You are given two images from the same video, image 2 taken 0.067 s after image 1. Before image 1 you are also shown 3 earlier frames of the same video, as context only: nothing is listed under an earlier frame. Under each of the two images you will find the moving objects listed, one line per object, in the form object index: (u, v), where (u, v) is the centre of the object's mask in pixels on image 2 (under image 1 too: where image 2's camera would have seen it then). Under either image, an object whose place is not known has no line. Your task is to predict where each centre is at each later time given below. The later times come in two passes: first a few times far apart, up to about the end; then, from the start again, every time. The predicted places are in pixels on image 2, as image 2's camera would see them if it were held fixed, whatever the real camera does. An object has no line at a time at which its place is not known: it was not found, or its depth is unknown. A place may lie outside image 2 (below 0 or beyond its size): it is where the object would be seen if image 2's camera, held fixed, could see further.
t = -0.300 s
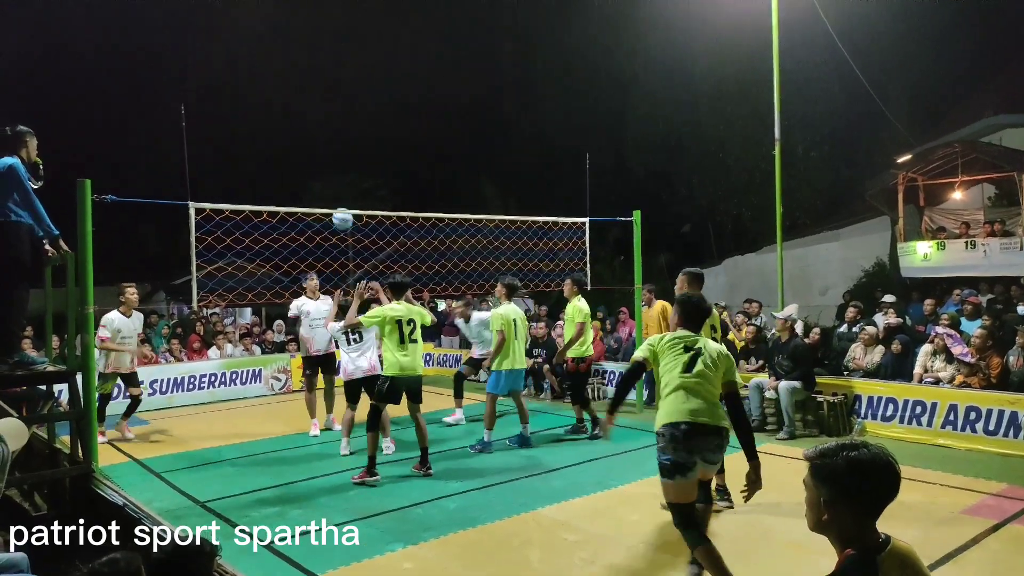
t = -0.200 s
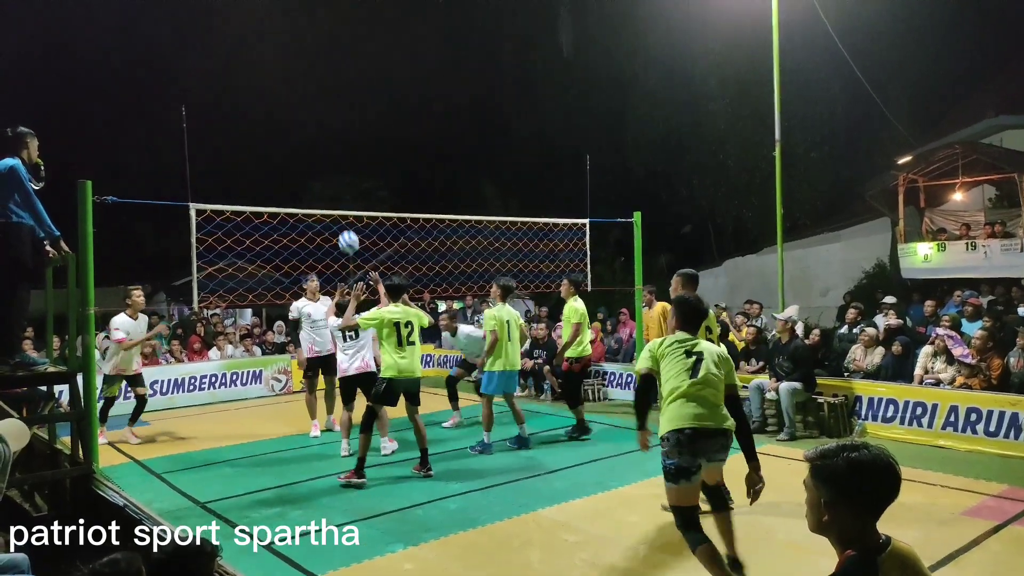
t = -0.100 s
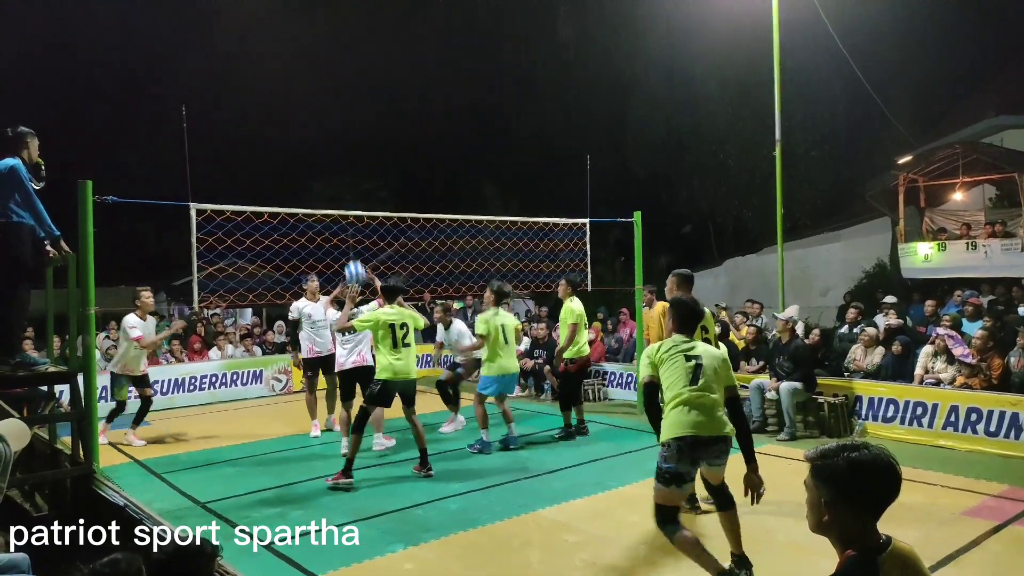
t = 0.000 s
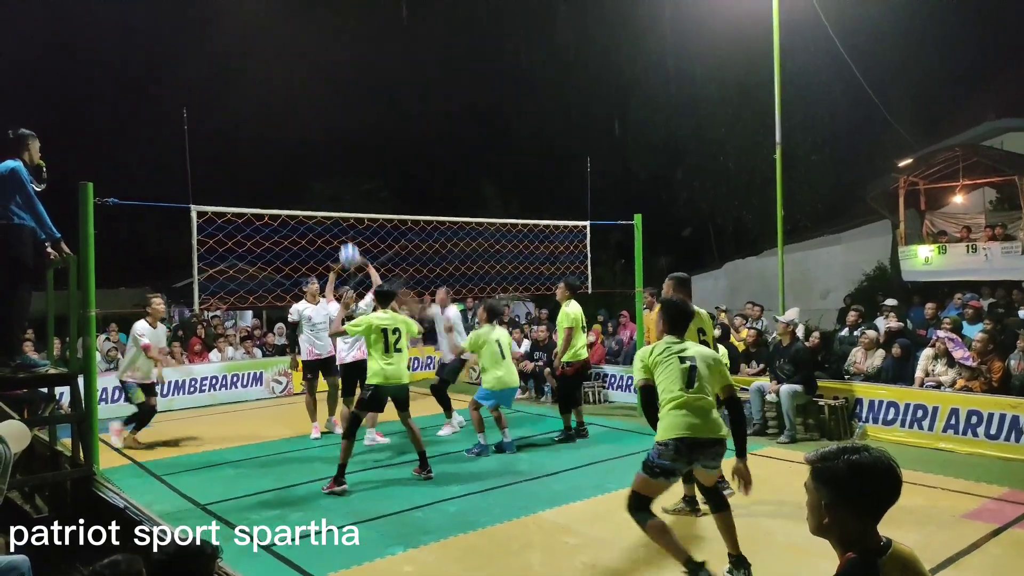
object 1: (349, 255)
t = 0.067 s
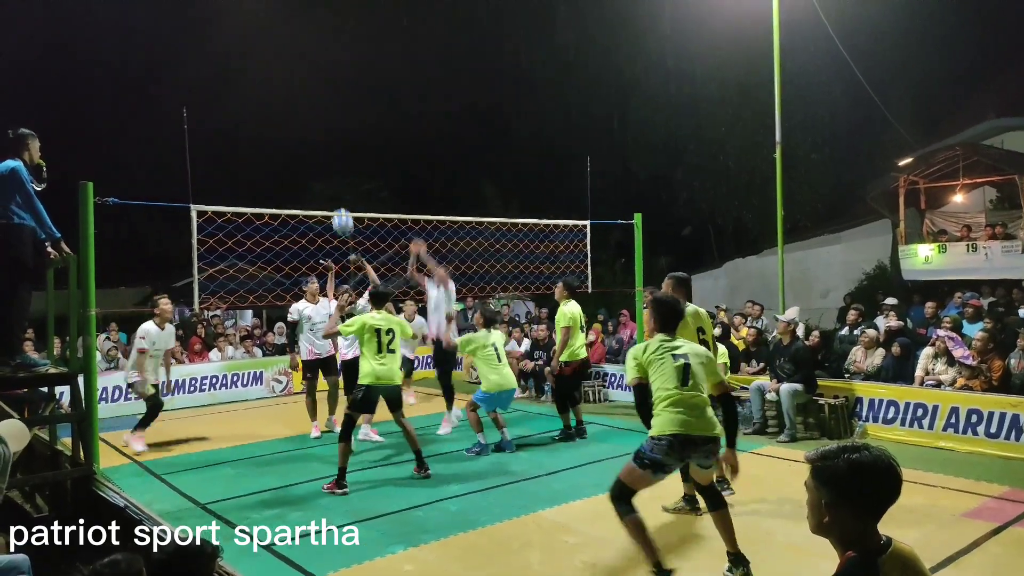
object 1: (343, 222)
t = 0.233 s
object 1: (326, 155)
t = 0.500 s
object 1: (305, 102)
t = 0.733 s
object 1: (290, 110)
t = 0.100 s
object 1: (338, 203)
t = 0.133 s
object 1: (335, 192)
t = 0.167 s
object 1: (332, 179)
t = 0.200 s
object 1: (329, 167)
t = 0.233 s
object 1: (326, 155)
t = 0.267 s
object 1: (323, 145)
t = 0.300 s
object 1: (320, 136)
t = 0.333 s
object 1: (317, 128)
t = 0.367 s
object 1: (315, 120)
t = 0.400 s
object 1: (312, 114)
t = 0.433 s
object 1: (310, 109)
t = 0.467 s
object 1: (307, 105)
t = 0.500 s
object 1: (305, 102)
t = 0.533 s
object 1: (302, 100)
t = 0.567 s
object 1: (300, 99)
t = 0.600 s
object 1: (298, 99)
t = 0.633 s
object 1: (296, 100)
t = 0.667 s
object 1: (294, 103)
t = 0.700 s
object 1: (292, 106)
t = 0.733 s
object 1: (290, 110)
